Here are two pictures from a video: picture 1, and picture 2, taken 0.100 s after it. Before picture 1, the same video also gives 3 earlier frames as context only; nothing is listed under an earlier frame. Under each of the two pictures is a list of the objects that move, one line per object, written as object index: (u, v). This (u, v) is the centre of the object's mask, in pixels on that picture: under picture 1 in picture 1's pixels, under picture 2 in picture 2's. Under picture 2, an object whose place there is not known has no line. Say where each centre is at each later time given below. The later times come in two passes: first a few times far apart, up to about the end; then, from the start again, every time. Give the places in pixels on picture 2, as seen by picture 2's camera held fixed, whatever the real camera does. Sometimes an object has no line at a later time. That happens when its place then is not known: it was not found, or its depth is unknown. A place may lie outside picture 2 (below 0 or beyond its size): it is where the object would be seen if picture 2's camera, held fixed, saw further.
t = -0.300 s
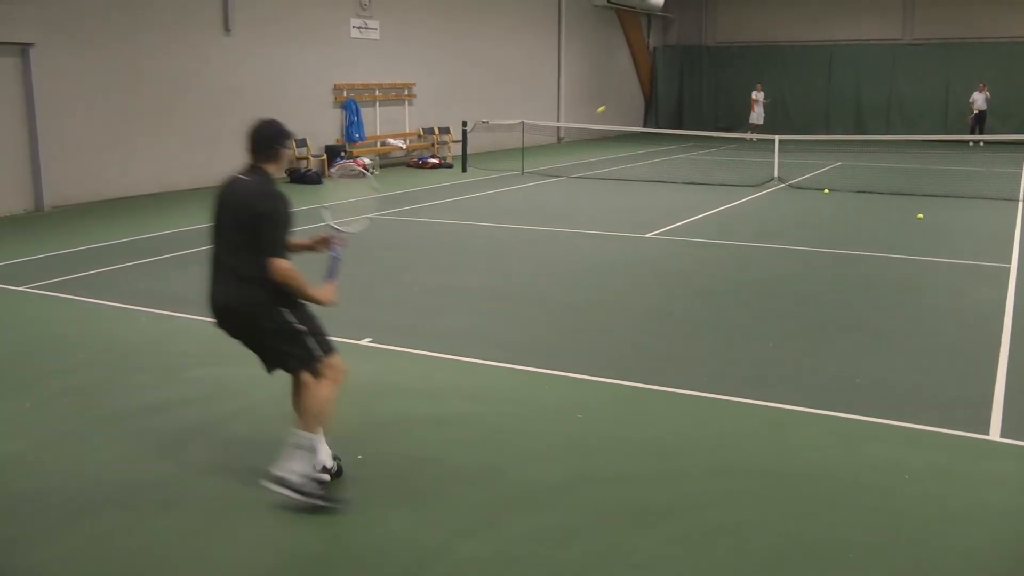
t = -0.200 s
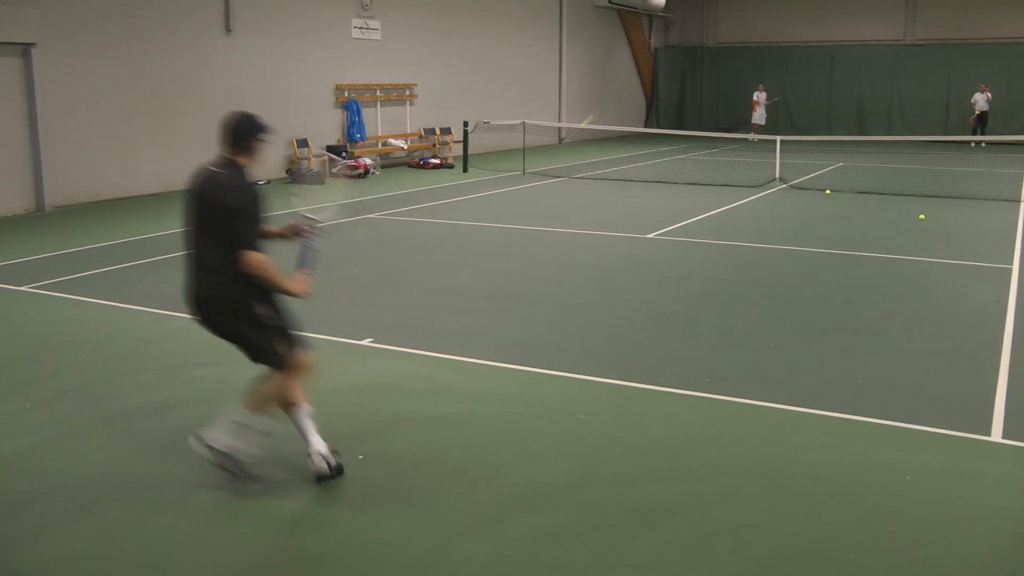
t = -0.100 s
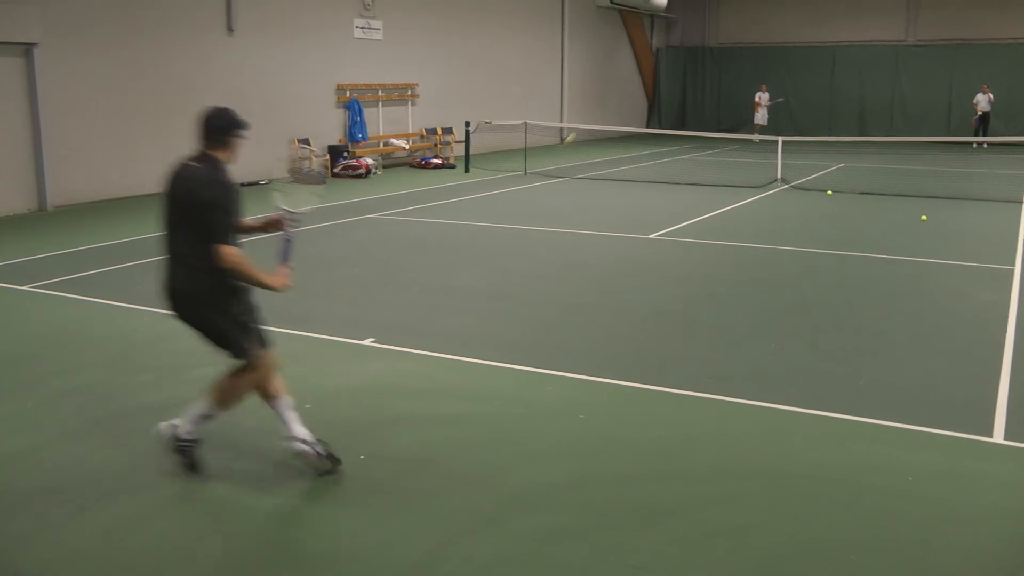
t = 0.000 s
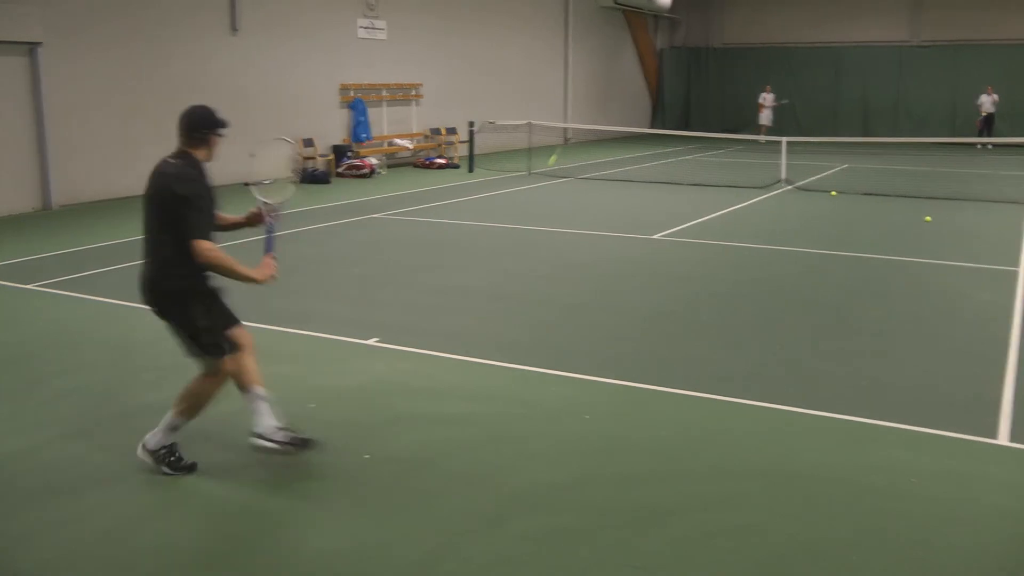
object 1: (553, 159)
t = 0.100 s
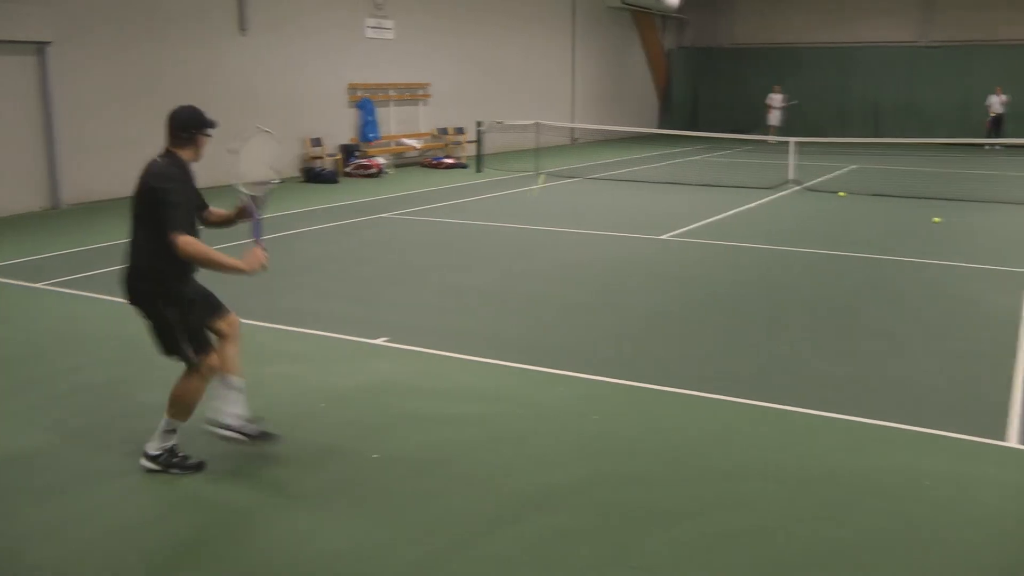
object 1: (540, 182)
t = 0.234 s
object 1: (504, 227)
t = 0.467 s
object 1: (452, 239)
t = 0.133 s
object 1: (531, 192)
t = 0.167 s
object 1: (523, 203)
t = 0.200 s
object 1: (513, 215)
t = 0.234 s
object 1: (504, 227)
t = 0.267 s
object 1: (497, 238)
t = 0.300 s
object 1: (488, 249)
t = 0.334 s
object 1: (479, 256)
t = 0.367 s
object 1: (474, 253)
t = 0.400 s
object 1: (468, 248)
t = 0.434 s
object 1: (460, 243)
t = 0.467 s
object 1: (452, 239)
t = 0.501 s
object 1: (446, 235)
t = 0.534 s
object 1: (439, 231)
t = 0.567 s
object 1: (431, 228)
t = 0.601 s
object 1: (422, 224)
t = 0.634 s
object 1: (411, 222)
